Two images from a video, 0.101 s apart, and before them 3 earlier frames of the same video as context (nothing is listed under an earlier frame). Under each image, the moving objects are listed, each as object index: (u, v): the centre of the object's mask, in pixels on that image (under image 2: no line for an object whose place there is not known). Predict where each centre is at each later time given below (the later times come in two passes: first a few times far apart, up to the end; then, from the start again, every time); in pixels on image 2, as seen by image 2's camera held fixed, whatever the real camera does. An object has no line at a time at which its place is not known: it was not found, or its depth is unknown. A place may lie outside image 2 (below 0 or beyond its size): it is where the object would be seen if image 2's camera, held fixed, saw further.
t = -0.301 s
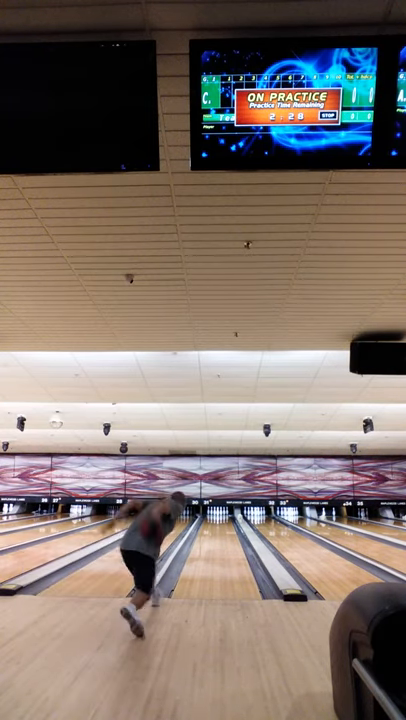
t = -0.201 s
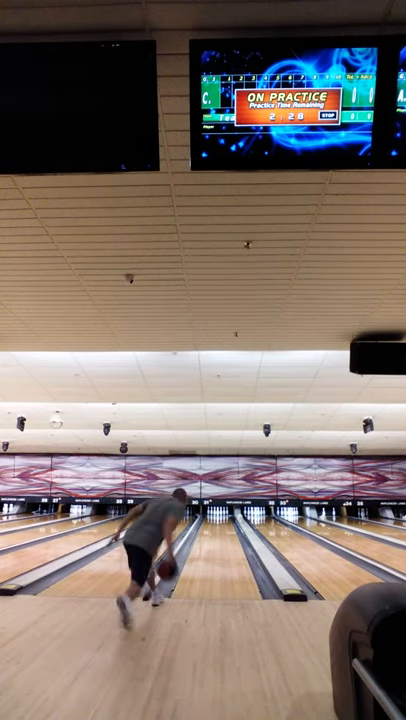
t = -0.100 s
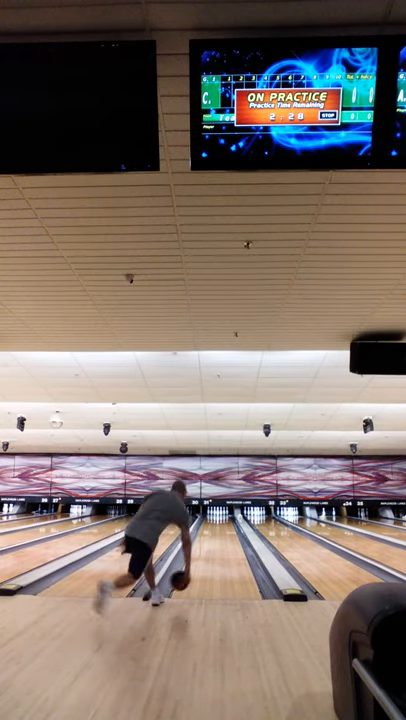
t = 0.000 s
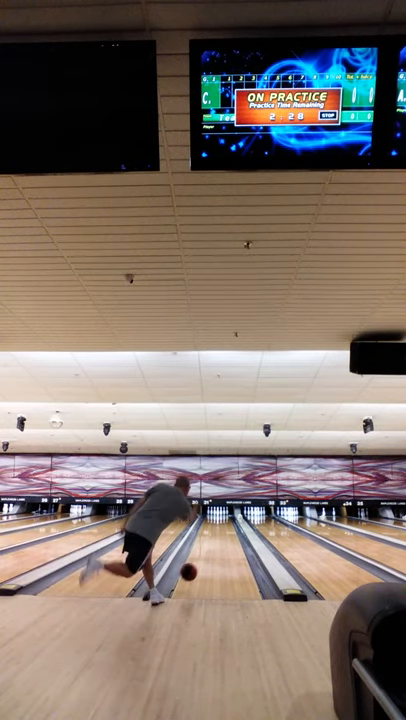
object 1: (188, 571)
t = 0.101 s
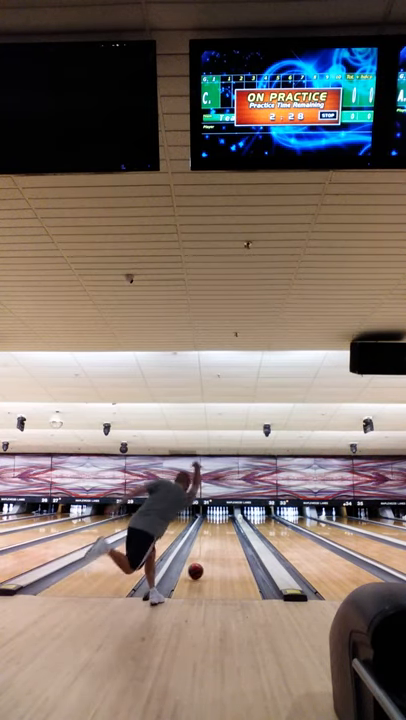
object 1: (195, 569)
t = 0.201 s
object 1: (201, 562)
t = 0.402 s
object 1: (209, 551)
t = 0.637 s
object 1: (216, 542)
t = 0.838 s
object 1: (220, 536)
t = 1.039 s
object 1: (223, 531)
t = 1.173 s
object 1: (224, 529)
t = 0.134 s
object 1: (197, 567)
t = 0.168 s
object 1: (199, 565)
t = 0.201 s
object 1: (201, 562)
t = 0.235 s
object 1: (202, 560)
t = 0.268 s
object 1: (204, 558)
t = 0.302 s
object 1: (205, 556)
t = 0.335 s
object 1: (207, 554)
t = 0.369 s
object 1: (208, 552)
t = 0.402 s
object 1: (209, 551)
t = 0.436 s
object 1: (210, 549)
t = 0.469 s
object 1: (211, 548)
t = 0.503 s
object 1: (212, 547)
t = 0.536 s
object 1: (213, 545)
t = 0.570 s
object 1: (214, 544)
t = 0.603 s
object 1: (215, 543)
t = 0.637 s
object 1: (216, 542)
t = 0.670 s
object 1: (217, 540)
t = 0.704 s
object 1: (218, 540)
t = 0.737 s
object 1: (218, 539)
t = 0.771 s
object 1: (219, 538)
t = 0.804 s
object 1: (219, 537)
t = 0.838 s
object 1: (220, 536)
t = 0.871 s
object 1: (221, 535)
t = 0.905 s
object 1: (221, 534)
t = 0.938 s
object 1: (222, 533)
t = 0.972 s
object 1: (222, 533)
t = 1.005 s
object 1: (223, 532)
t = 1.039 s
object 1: (223, 531)
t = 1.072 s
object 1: (223, 531)
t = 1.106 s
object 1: (224, 530)
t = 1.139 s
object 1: (224, 529)
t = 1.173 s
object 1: (224, 529)
